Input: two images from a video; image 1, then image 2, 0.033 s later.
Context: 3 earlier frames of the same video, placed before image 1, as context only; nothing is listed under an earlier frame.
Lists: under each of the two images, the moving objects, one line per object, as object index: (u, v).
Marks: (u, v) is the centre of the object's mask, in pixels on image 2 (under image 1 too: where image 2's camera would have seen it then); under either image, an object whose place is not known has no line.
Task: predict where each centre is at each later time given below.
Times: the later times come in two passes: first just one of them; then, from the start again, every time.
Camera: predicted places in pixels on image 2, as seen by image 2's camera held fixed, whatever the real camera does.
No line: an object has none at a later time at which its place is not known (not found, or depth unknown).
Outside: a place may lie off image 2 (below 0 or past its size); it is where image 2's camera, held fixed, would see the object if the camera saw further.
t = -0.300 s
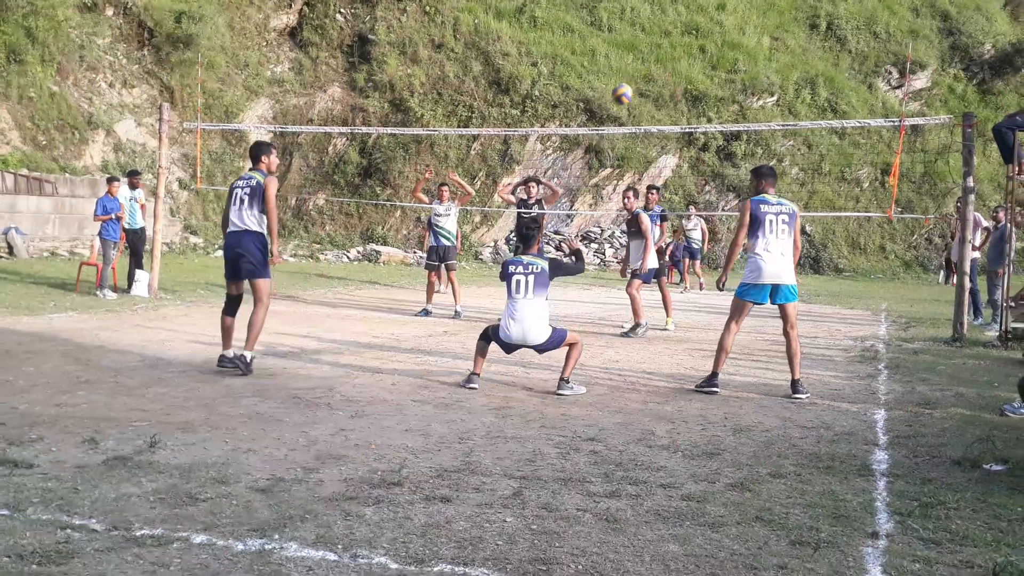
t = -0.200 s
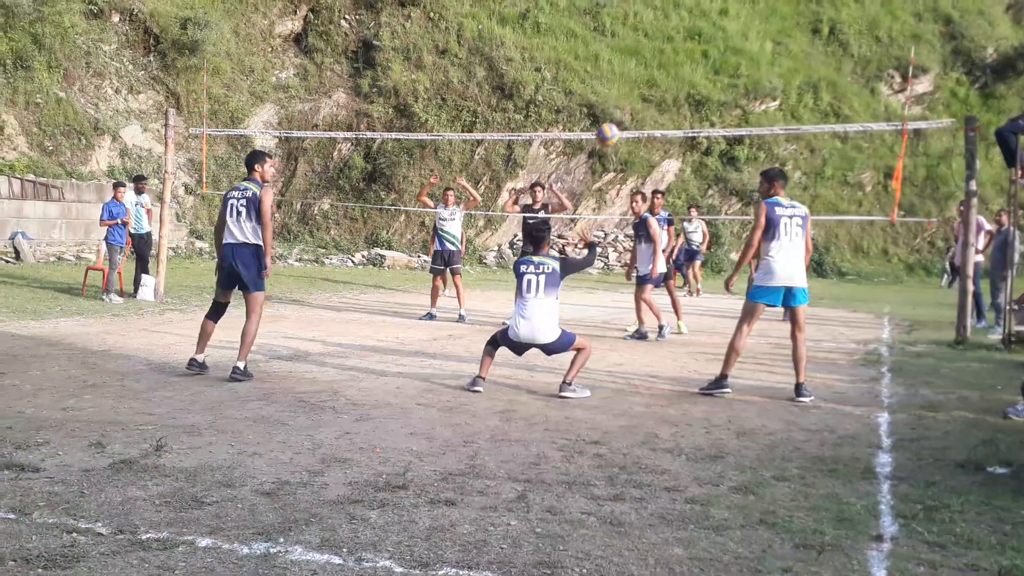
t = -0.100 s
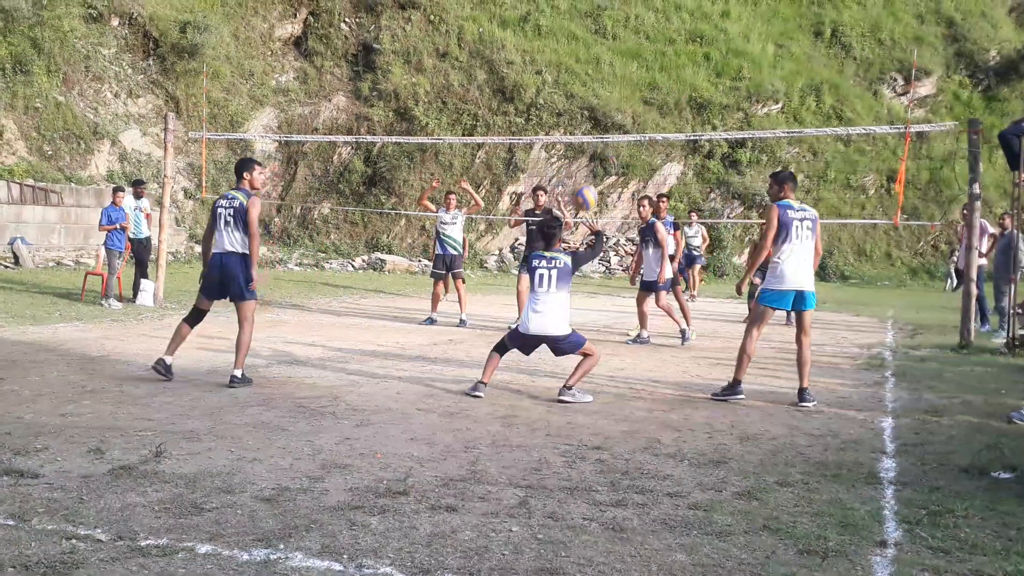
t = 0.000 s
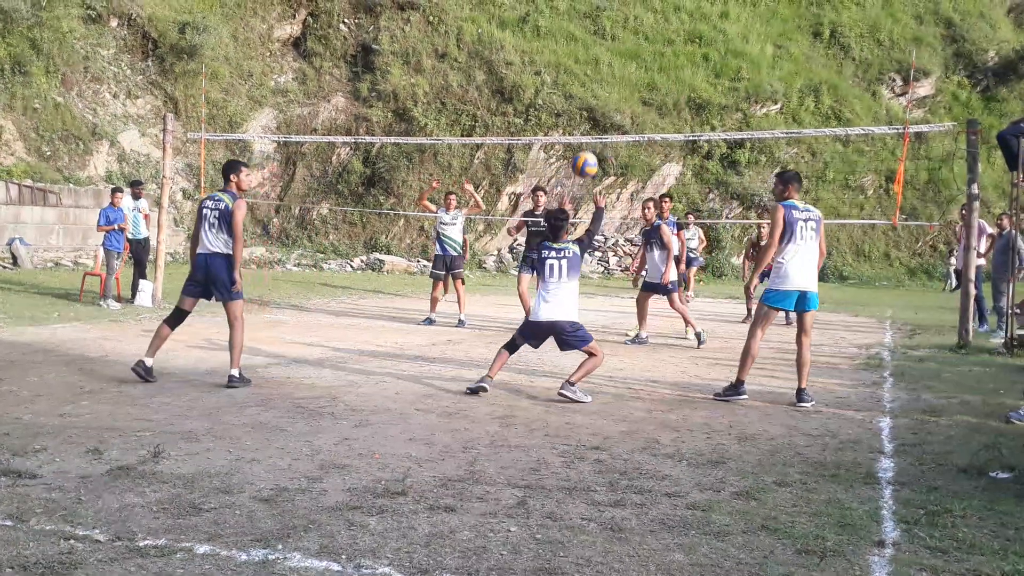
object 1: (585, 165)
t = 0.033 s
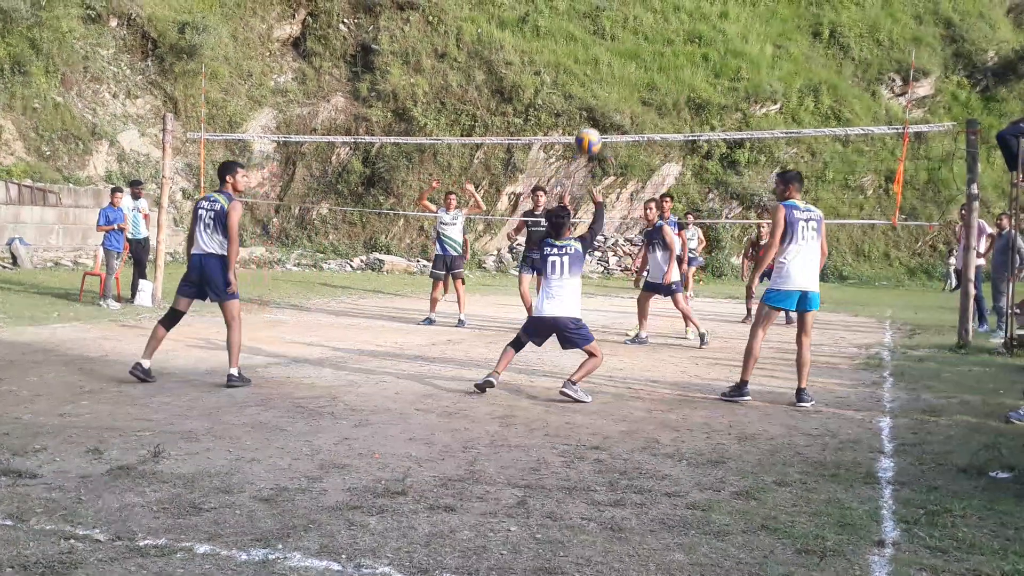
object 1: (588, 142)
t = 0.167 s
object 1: (603, 64)
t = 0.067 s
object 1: (592, 120)
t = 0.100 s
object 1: (596, 100)
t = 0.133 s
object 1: (600, 81)
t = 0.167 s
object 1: (603, 64)
